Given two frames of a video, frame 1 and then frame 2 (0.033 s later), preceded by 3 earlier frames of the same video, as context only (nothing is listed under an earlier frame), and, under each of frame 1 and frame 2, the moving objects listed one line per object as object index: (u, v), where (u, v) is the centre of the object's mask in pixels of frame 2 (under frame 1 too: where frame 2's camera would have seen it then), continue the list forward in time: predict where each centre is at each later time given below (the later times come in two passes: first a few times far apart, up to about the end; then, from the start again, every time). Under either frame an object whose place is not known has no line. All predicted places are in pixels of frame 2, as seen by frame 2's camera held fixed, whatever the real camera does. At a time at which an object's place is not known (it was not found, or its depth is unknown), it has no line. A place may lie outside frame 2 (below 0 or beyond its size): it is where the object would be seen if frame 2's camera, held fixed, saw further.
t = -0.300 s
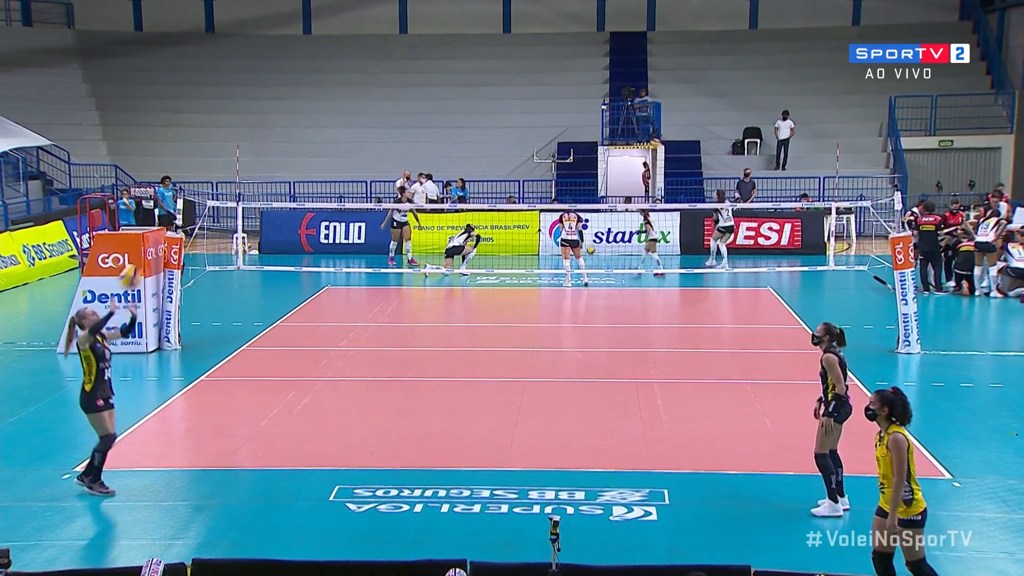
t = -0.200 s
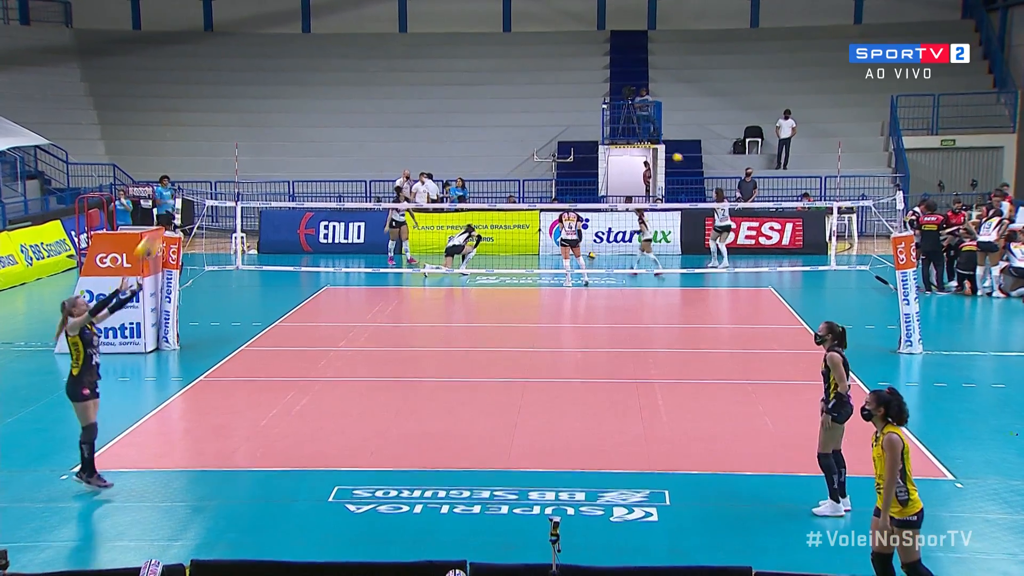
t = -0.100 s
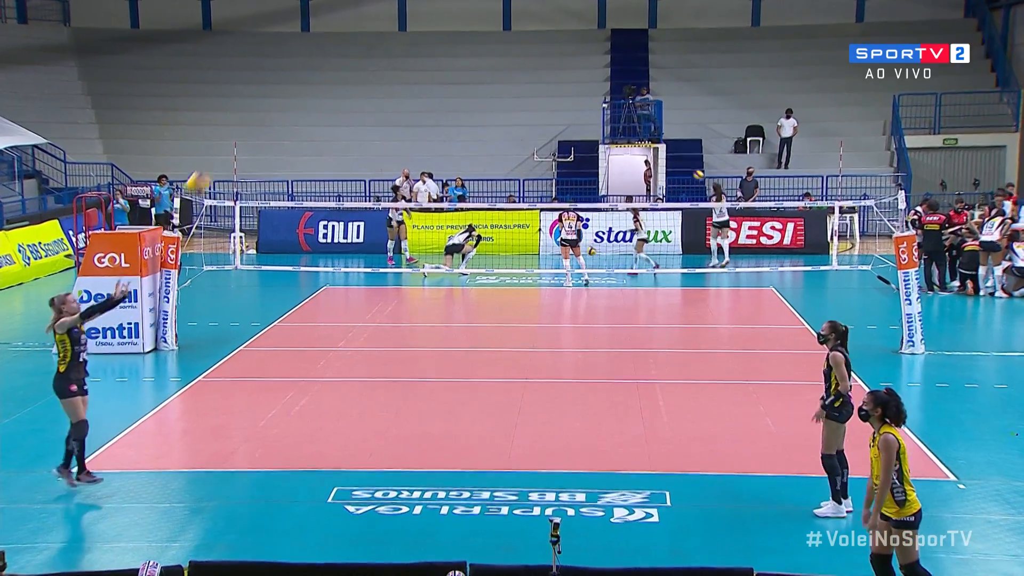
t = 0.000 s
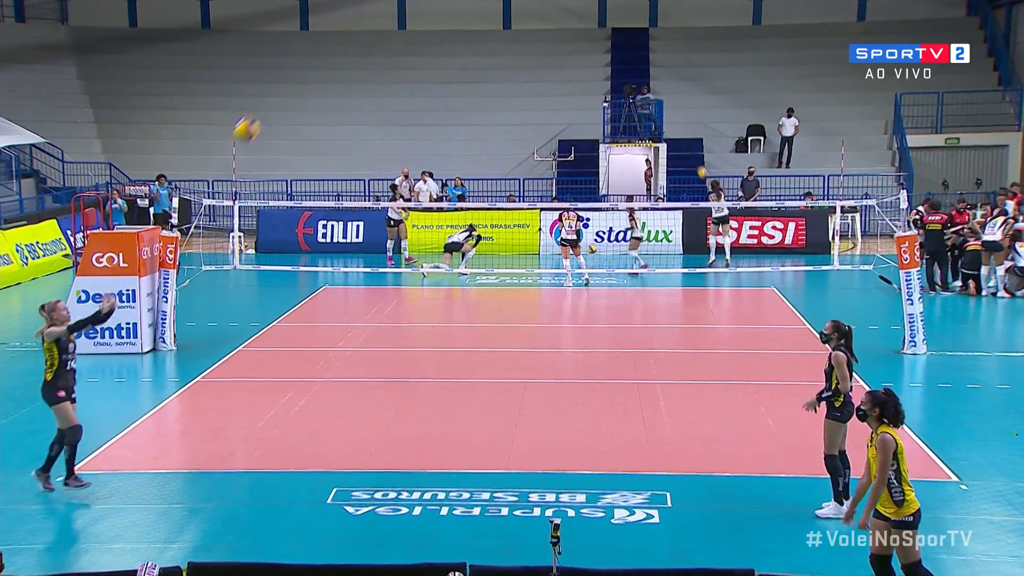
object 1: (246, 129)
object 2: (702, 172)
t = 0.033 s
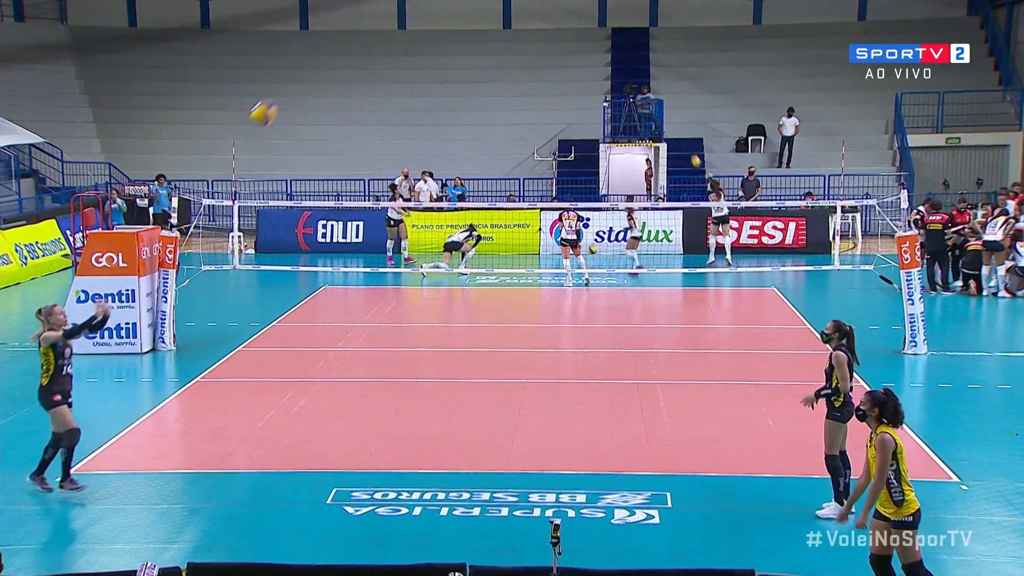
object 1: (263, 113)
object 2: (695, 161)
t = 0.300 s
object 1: (396, 35)
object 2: (640, 91)
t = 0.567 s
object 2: (588, 55)
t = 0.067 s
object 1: (281, 98)
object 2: (688, 151)
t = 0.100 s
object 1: (297, 86)
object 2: (682, 141)
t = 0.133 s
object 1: (314, 75)
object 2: (675, 131)
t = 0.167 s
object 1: (330, 64)
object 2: (668, 122)
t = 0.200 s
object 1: (347, 55)
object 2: (661, 115)
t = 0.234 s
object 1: (364, 47)
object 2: (654, 106)
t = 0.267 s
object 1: (380, 40)
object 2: (647, 99)
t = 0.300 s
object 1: (396, 35)
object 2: (640, 91)
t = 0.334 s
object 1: (413, 30)
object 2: (633, 86)
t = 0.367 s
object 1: (429, 27)
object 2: (627, 81)
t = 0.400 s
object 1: (446, 24)
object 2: (620, 74)
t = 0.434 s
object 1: (462, 23)
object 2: (614, 70)
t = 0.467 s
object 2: (608, 65)
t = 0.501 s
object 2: (601, 61)
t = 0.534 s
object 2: (594, 58)
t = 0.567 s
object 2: (588, 55)
